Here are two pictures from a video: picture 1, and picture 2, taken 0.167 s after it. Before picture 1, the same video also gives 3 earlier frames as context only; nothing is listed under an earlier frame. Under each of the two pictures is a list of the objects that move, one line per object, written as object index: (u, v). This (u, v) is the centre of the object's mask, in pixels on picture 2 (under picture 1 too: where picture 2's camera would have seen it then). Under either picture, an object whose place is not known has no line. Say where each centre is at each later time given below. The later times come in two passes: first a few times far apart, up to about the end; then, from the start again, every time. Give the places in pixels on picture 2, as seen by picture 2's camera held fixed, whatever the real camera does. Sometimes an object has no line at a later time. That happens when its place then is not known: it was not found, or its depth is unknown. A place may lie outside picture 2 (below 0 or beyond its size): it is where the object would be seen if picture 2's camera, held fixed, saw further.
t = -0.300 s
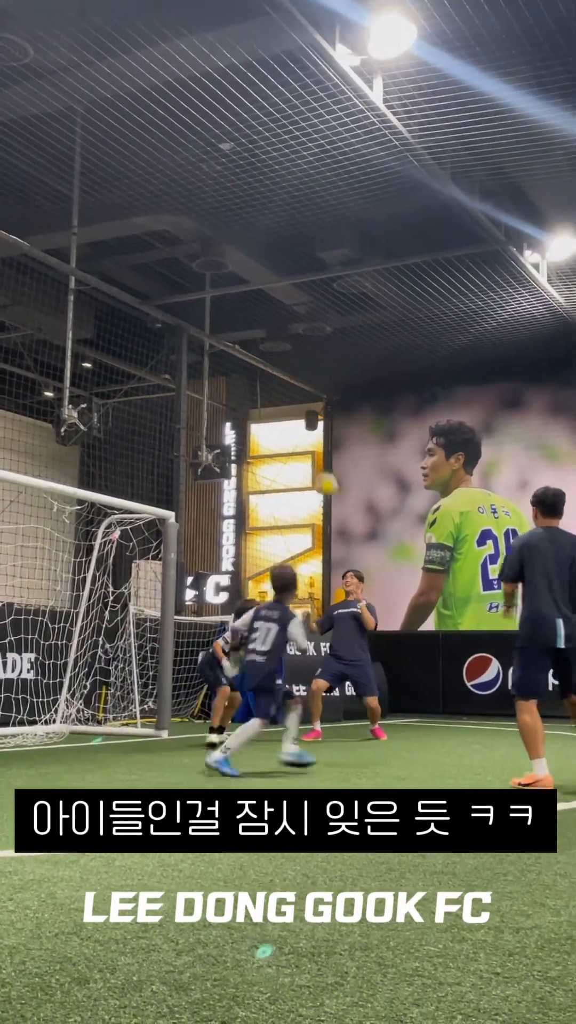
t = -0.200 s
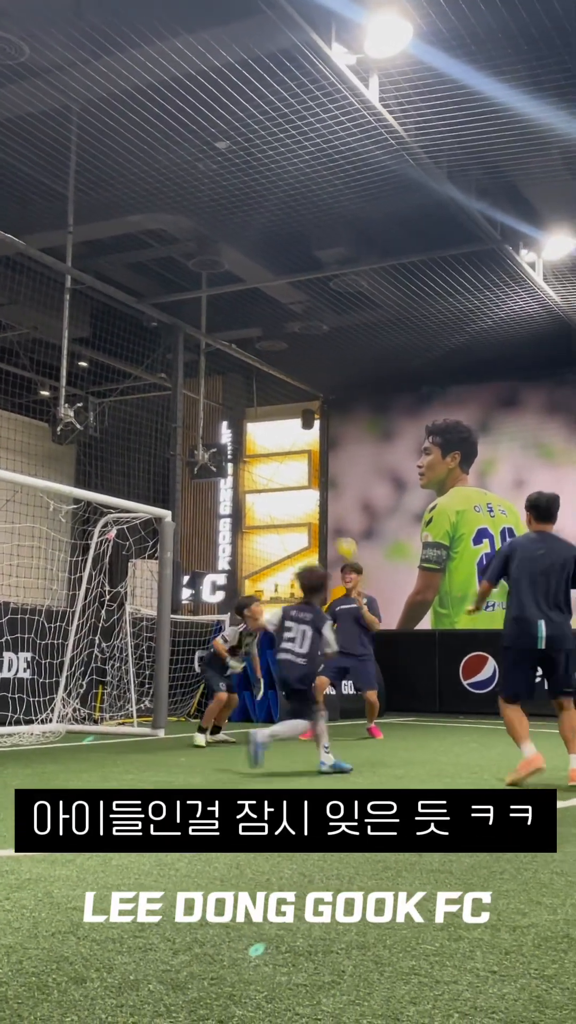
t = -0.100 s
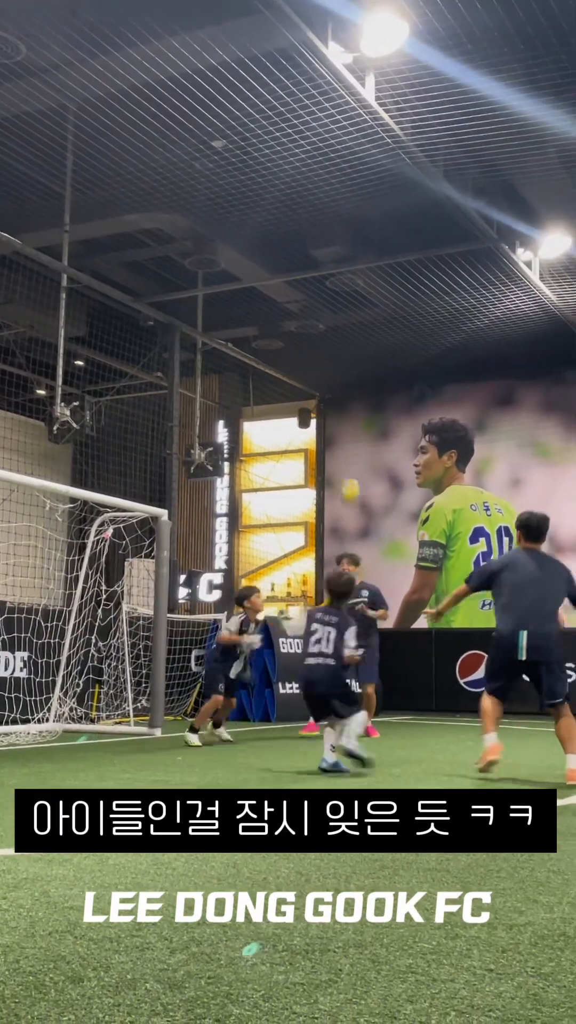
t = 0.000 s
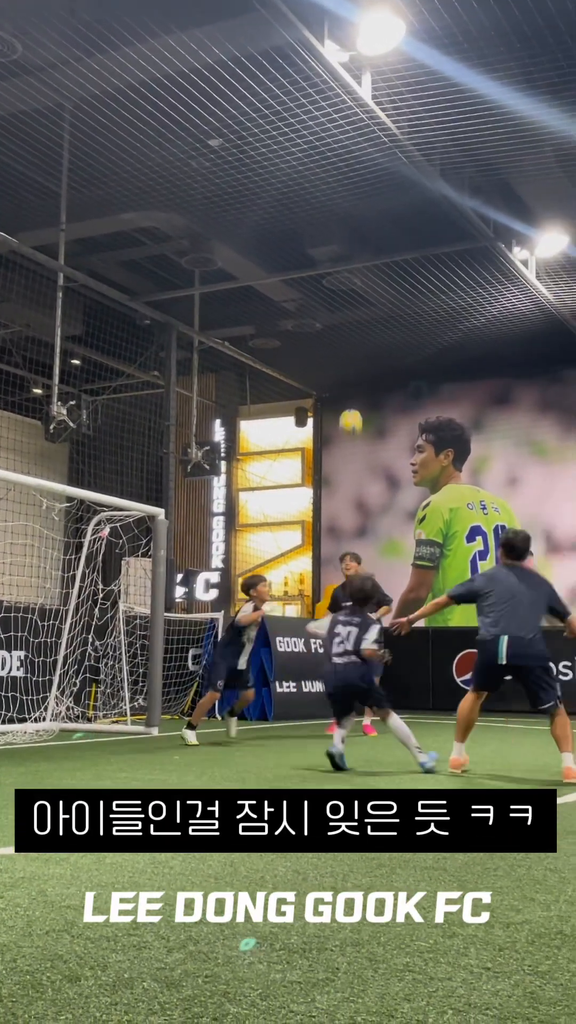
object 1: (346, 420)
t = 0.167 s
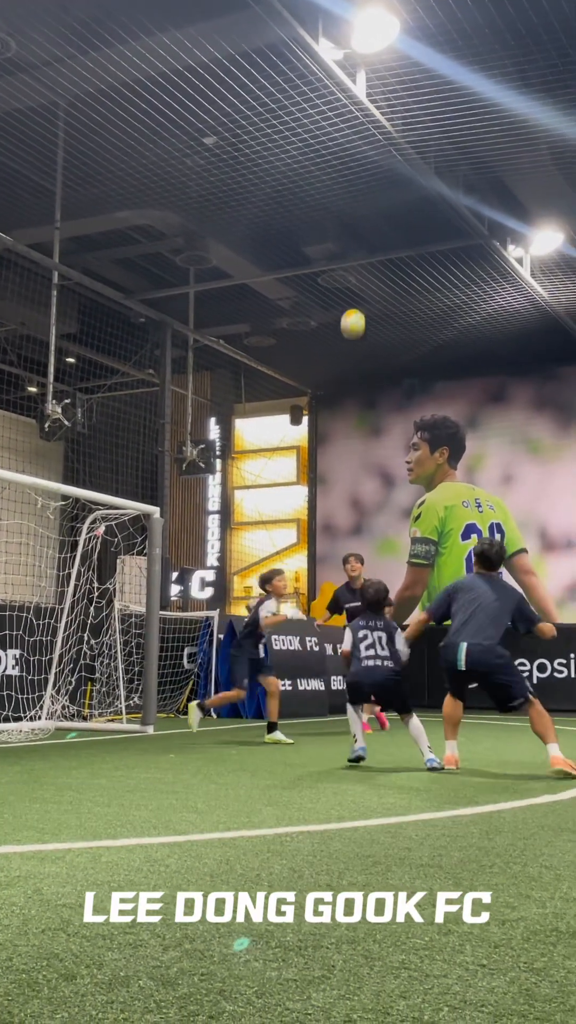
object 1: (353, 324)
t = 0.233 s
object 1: (356, 291)
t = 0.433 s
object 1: (365, 217)
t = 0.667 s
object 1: (378, 182)
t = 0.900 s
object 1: (393, 221)
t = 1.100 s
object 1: (406, 334)
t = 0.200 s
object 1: (354, 307)
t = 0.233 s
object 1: (356, 291)
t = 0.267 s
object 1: (357, 276)
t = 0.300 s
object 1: (359, 262)
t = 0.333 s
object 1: (360, 249)
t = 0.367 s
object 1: (362, 237)
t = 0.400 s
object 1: (364, 227)
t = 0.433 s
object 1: (365, 217)
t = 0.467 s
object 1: (367, 208)
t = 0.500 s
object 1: (369, 200)
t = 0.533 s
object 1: (371, 194)
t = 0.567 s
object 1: (372, 189)
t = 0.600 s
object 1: (374, 185)
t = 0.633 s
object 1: (376, 182)
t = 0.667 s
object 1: (378, 182)
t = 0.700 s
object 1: (380, 182)
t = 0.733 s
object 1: (382, 184)
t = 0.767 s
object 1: (384, 188)
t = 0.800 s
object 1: (386, 194)
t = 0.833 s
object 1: (389, 201)
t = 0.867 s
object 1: (391, 210)
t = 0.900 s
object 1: (393, 221)
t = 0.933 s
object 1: (395, 233)
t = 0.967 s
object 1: (397, 249)
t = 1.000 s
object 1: (399, 267)
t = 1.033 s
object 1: (402, 288)
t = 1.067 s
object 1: (404, 309)
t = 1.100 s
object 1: (406, 334)
